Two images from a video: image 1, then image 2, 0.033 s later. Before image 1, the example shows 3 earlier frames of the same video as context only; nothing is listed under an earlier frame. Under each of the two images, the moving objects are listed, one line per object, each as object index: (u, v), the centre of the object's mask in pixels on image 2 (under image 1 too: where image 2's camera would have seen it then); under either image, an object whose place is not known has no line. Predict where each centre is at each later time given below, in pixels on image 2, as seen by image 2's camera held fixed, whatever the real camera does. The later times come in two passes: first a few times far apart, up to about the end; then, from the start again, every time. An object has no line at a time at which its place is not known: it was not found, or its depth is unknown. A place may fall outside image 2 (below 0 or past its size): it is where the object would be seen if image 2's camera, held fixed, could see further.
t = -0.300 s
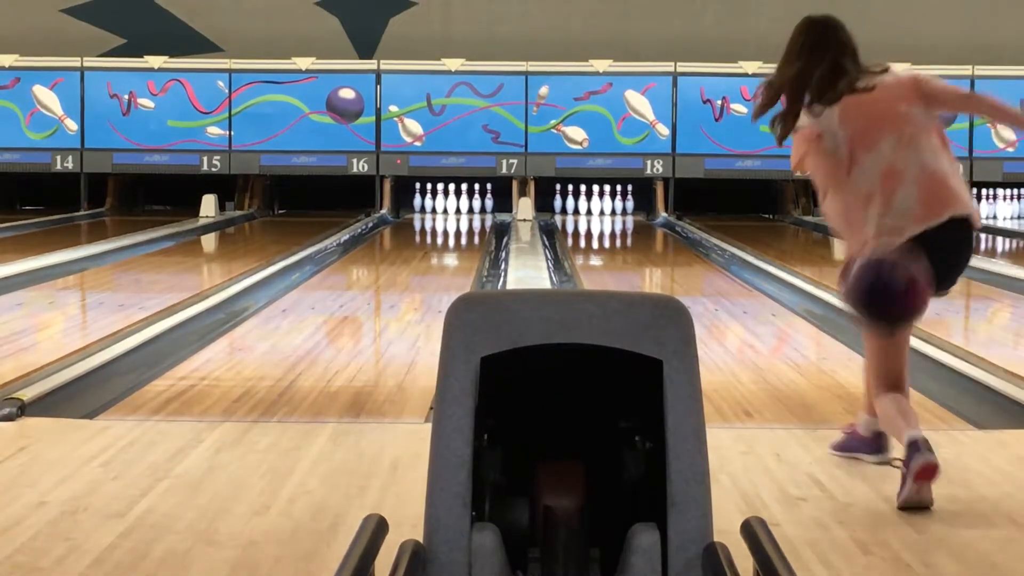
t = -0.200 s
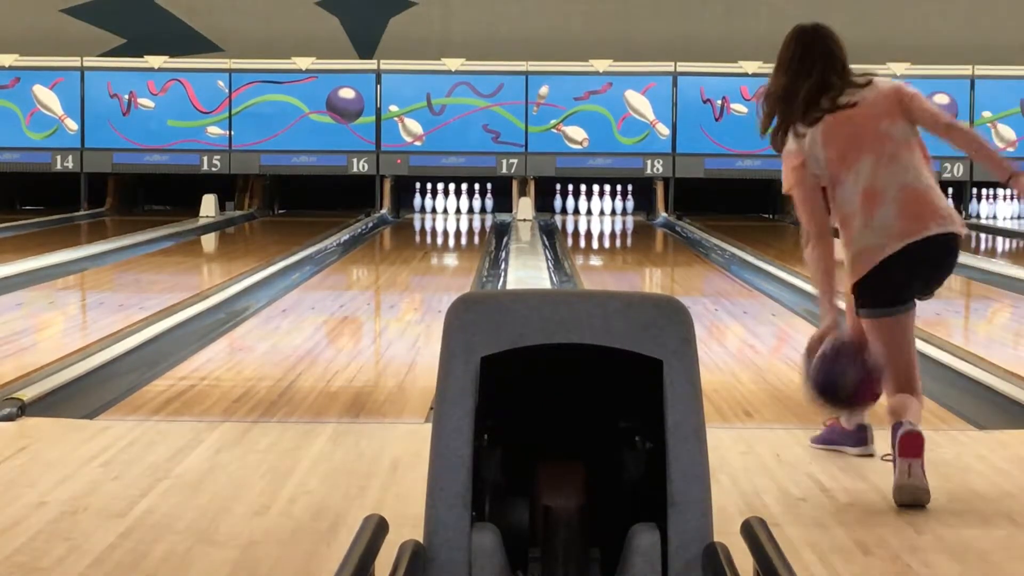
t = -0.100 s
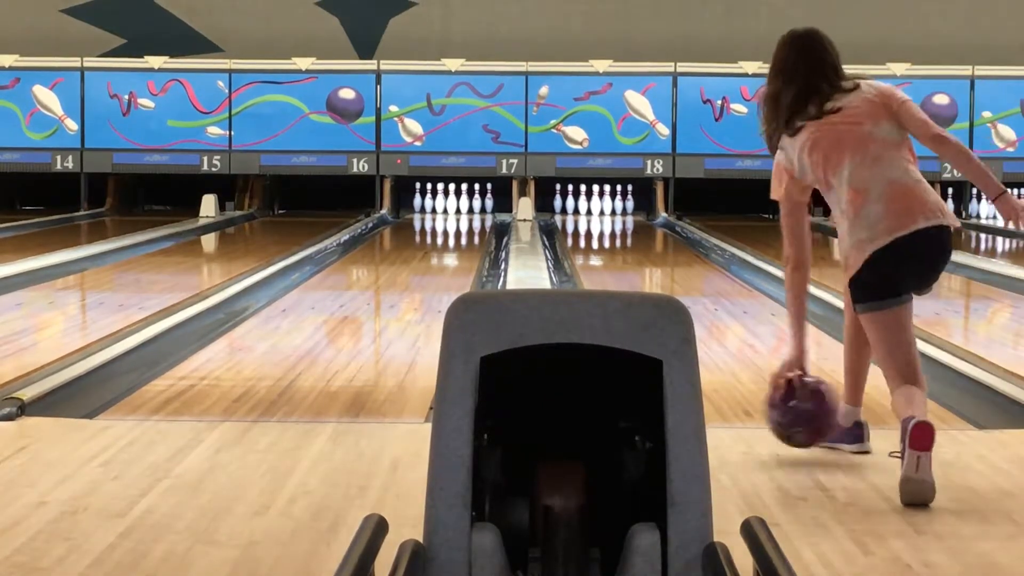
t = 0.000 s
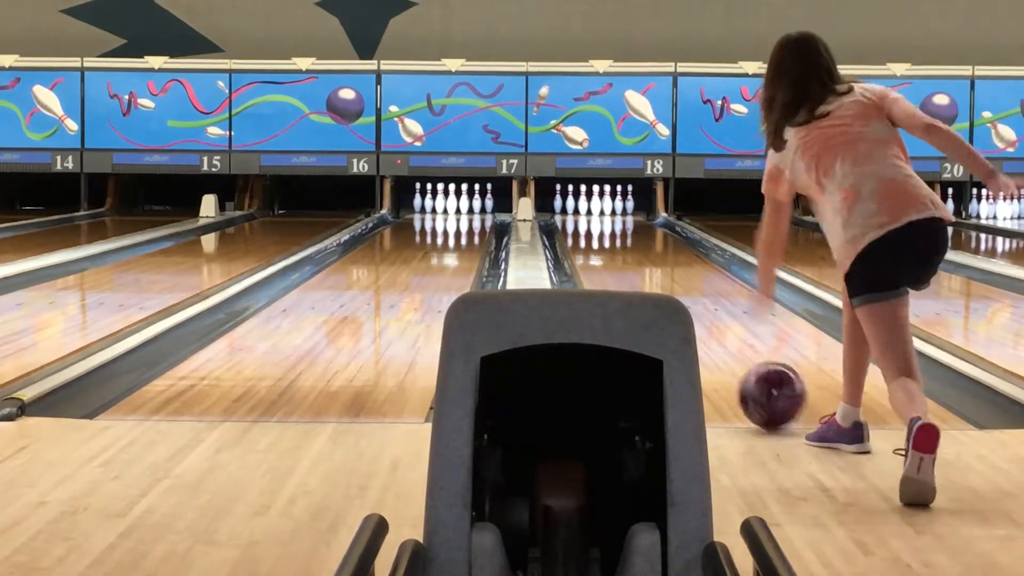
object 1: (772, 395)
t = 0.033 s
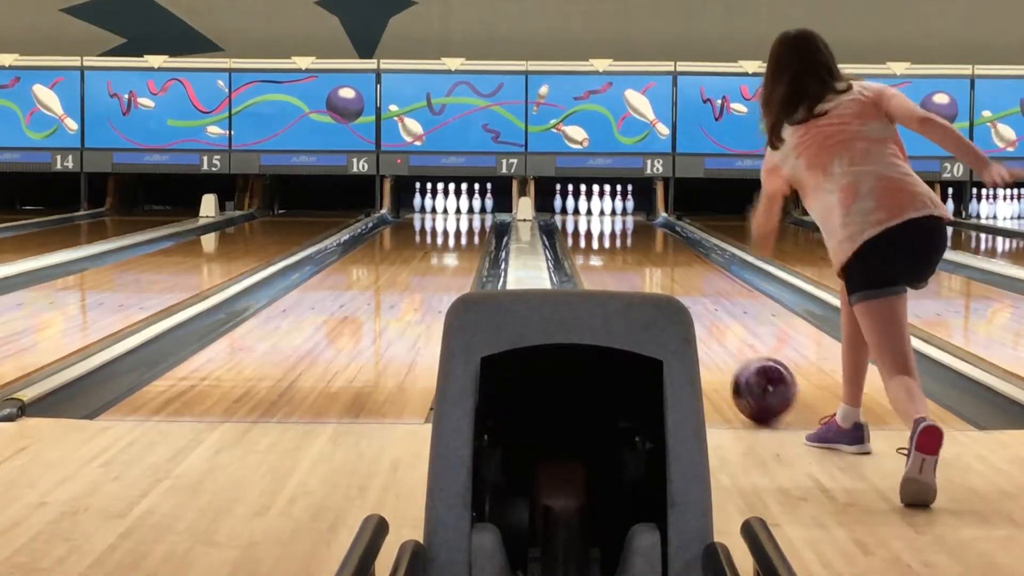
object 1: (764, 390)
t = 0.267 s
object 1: (720, 347)
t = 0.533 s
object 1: (693, 308)
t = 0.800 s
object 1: (660, 283)
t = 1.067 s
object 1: (643, 271)
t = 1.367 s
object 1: (627, 256)
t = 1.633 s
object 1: (618, 244)
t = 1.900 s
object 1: (611, 236)
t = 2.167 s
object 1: (605, 229)
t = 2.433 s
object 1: (600, 223)
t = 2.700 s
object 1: (598, 217)
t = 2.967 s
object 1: (598, 213)
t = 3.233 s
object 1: (601, 210)
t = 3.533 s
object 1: (608, 206)
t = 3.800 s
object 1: (624, 206)
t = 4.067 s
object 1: (637, 207)
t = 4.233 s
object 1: (642, 211)
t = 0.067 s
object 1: (755, 382)
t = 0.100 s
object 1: (749, 376)
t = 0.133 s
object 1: (742, 369)
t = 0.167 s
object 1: (735, 363)
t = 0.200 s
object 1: (729, 357)
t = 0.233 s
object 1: (724, 352)
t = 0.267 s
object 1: (720, 347)
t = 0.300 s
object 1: (716, 342)
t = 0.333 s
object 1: (713, 337)
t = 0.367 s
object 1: (710, 332)
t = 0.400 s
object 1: (707, 327)
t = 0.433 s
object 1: (705, 323)
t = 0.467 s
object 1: (701, 318)
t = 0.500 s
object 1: (698, 313)
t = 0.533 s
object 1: (693, 308)
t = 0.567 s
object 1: (689, 303)
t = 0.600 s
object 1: (685, 298)
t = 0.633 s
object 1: (679, 294)
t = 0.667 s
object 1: (675, 290)
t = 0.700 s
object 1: (670, 288)
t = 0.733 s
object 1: (666, 286)
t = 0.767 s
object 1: (663, 284)
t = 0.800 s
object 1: (660, 283)
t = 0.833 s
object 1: (657, 282)
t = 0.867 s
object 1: (655, 280)
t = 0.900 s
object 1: (652, 280)
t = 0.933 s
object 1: (650, 278)
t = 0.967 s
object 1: (648, 276)
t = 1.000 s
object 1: (646, 275)
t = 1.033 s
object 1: (644, 273)
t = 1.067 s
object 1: (643, 271)
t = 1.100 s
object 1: (640, 269)
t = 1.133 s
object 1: (638, 268)
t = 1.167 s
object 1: (636, 266)
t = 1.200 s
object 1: (635, 264)
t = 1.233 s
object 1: (633, 262)
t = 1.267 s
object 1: (633, 261)
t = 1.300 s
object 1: (631, 259)
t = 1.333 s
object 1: (629, 257)
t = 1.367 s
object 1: (627, 256)
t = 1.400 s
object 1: (626, 254)
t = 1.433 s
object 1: (626, 253)
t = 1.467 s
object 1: (624, 251)
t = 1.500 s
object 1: (623, 250)
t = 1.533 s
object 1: (622, 249)
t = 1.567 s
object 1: (620, 248)
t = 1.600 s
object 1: (619, 246)
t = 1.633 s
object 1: (618, 244)
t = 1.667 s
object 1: (617, 243)
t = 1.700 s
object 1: (617, 242)
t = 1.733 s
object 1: (615, 241)
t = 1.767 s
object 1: (614, 240)
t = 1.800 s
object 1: (613, 239)
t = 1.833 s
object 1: (613, 238)
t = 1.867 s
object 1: (612, 237)
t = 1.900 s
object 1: (611, 236)
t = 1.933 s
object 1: (610, 235)
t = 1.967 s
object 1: (609, 234)
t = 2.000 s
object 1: (608, 233)
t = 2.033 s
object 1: (608, 232)
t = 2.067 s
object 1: (607, 232)
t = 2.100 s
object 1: (606, 230)
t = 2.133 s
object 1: (605, 230)
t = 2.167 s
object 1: (605, 229)
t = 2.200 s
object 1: (604, 228)
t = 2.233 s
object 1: (603, 227)
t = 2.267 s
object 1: (603, 226)
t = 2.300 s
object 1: (602, 225)
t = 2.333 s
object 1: (601, 224)
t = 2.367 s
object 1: (601, 224)
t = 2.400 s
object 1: (600, 223)
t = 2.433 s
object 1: (600, 223)
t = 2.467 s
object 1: (599, 222)
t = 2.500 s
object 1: (599, 221)
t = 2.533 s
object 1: (599, 221)
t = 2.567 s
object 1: (599, 220)
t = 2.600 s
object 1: (598, 219)
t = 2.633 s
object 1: (598, 219)
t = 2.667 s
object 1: (598, 218)
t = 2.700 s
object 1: (598, 217)
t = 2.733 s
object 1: (598, 217)
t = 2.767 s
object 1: (598, 216)
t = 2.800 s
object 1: (598, 216)
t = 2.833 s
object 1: (598, 215)
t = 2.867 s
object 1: (598, 215)
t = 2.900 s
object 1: (598, 214)
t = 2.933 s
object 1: (598, 214)
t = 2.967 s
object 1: (598, 213)
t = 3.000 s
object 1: (599, 213)
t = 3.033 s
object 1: (599, 213)
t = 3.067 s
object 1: (599, 212)
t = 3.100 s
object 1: (600, 212)
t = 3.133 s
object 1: (600, 211)
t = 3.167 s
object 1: (600, 211)
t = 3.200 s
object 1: (600, 211)
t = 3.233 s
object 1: (601, 210)
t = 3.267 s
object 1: (601, 210)
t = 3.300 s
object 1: (601, 209)
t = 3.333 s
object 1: (602, 209)
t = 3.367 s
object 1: (602, 208)
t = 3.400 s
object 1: (603, 208)
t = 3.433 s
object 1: (603, 207)
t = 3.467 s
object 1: (604, 207)
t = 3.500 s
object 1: (606, 207)
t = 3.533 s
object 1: (608, 206)
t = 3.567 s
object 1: (609, 207)
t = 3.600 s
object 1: (613, 207)
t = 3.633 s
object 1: (614, 206)
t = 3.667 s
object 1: (616, 206)
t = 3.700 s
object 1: (618, 206)
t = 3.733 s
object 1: (619, 206)
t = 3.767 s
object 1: (621, 206)
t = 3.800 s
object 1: (624, 206)
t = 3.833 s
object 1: (626, 205)
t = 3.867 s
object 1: (628, 206)
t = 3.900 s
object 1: (630, 206)
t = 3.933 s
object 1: (631, 206)
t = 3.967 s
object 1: (632, 206)
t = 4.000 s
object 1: (633, 205)
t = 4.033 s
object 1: (635, 206)
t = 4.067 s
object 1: (637, 207)
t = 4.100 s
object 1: (639, 206)
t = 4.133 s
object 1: (639, 208)
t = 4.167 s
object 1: (641, 209)
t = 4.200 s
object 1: (642, 211)
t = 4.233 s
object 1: (642, 211)
